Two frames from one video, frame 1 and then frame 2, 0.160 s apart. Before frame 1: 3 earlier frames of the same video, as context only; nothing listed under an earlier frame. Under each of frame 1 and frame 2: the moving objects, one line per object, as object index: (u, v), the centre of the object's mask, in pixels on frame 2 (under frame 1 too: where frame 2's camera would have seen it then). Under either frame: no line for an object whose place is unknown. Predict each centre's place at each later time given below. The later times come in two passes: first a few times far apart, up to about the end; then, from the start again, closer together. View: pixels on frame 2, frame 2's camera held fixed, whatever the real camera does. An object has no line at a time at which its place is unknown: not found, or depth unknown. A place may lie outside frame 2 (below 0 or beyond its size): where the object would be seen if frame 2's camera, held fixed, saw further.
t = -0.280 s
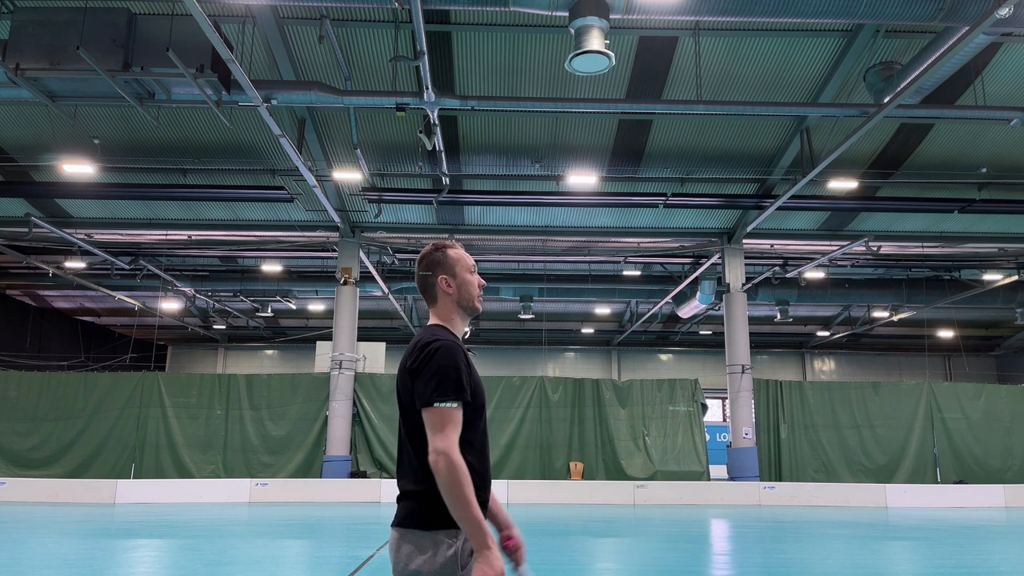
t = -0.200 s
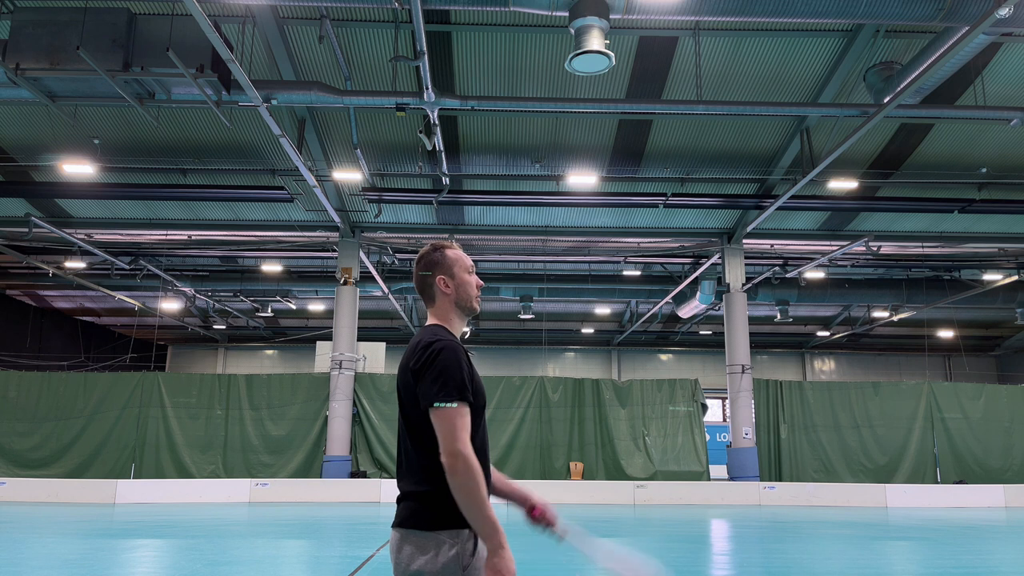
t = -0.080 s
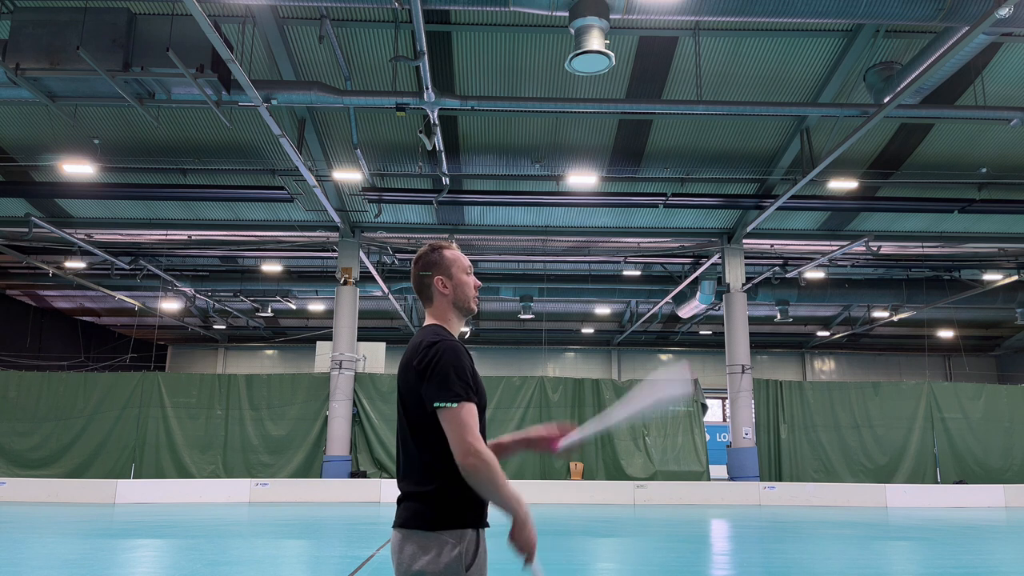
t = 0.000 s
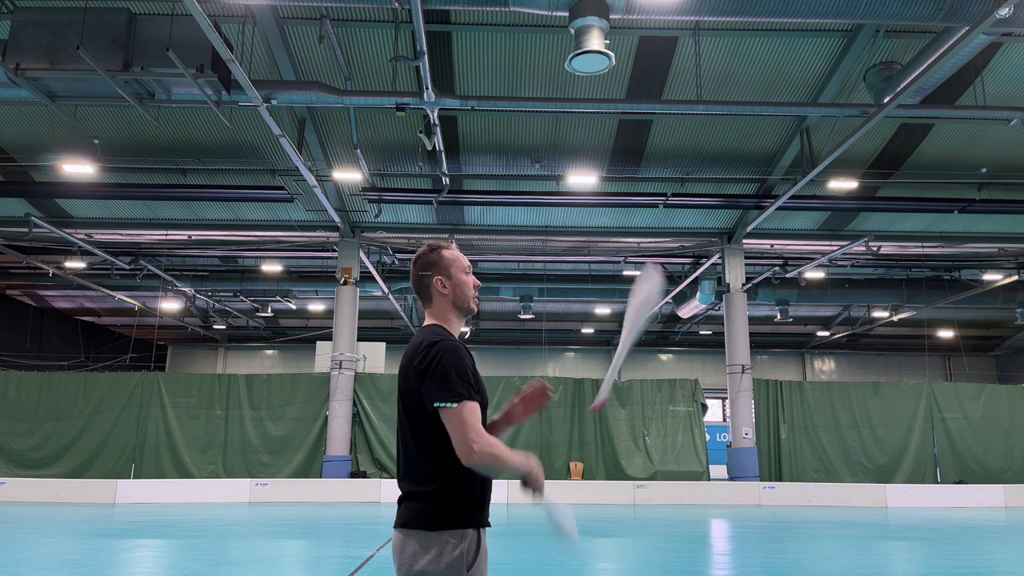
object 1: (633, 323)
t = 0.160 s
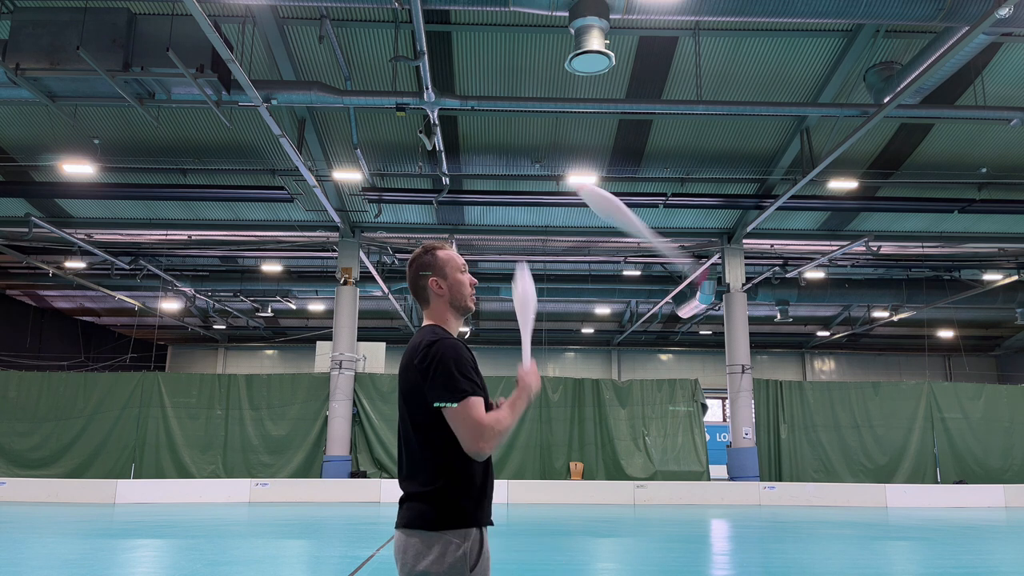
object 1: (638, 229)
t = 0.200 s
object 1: (641, 214)
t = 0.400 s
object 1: (635, 207)
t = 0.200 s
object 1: (641, 214)
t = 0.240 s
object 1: (638, 202)
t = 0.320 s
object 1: (633, 197)
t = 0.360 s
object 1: (632, 201)
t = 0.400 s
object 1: (635, 207)
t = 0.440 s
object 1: (634, 222)
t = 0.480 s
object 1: (635, 237)
